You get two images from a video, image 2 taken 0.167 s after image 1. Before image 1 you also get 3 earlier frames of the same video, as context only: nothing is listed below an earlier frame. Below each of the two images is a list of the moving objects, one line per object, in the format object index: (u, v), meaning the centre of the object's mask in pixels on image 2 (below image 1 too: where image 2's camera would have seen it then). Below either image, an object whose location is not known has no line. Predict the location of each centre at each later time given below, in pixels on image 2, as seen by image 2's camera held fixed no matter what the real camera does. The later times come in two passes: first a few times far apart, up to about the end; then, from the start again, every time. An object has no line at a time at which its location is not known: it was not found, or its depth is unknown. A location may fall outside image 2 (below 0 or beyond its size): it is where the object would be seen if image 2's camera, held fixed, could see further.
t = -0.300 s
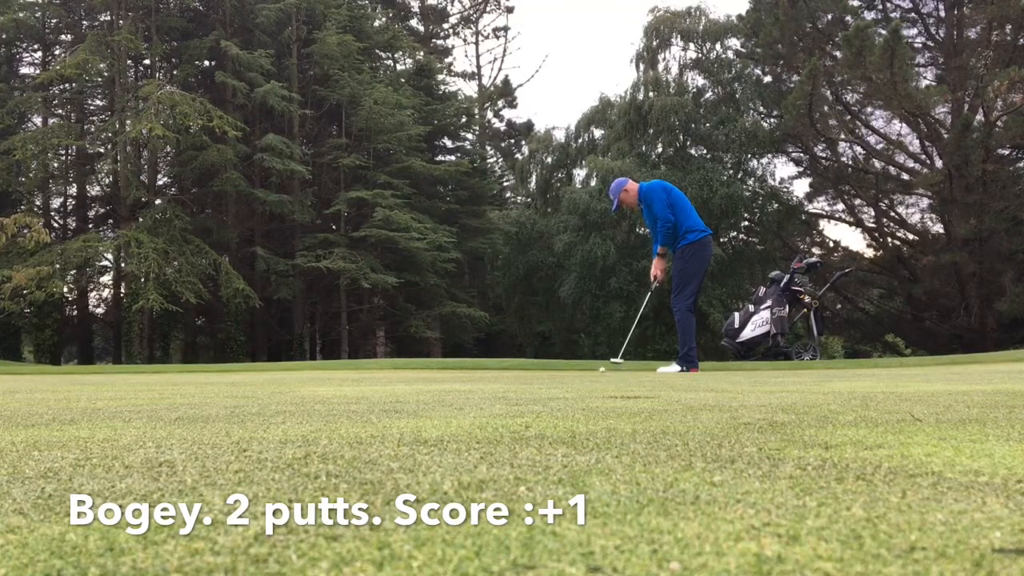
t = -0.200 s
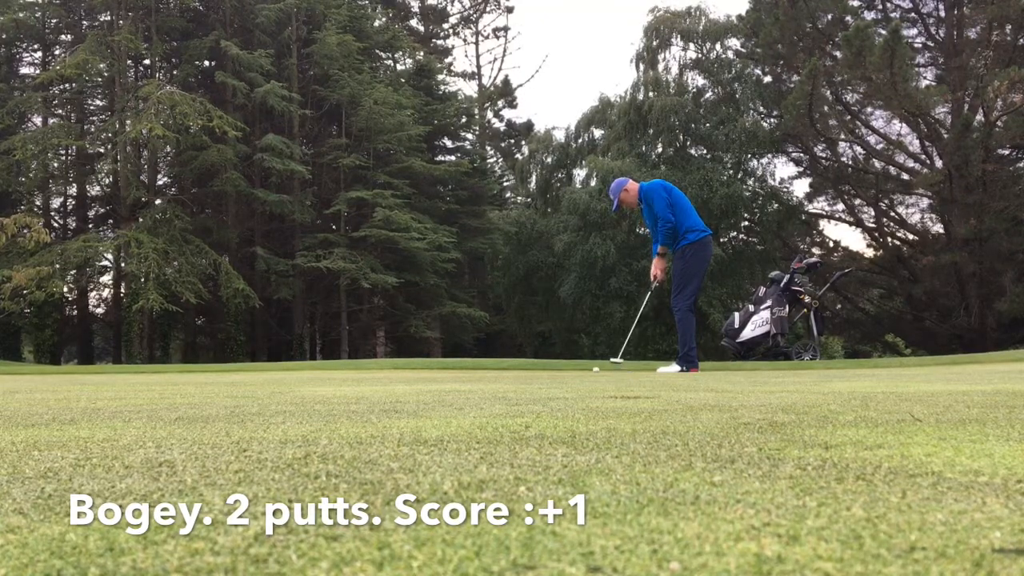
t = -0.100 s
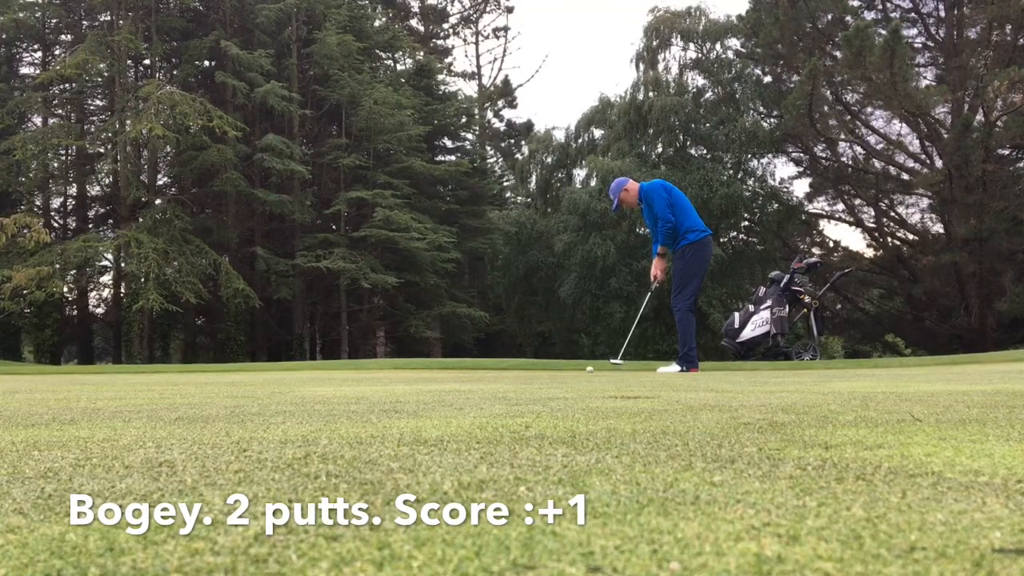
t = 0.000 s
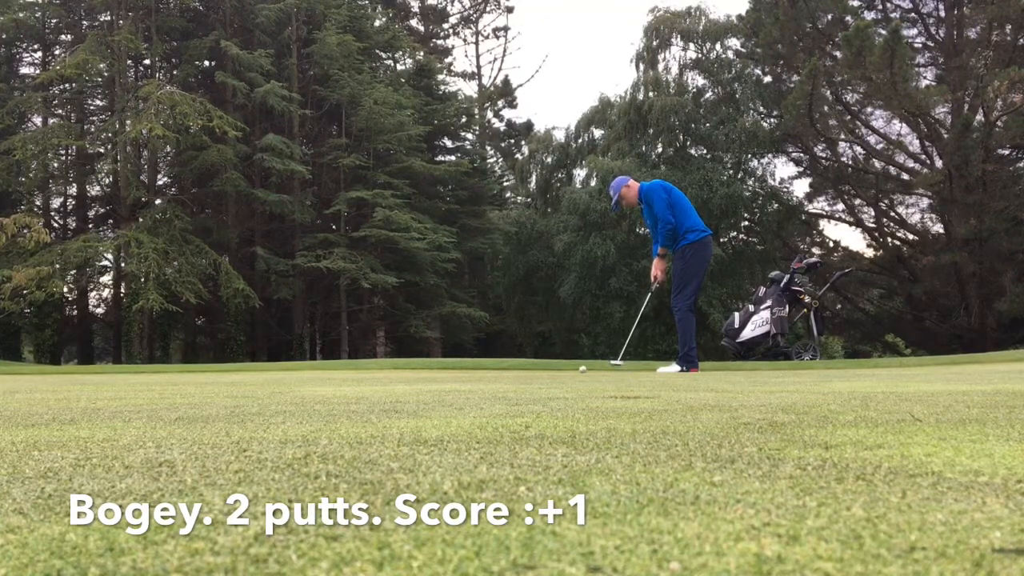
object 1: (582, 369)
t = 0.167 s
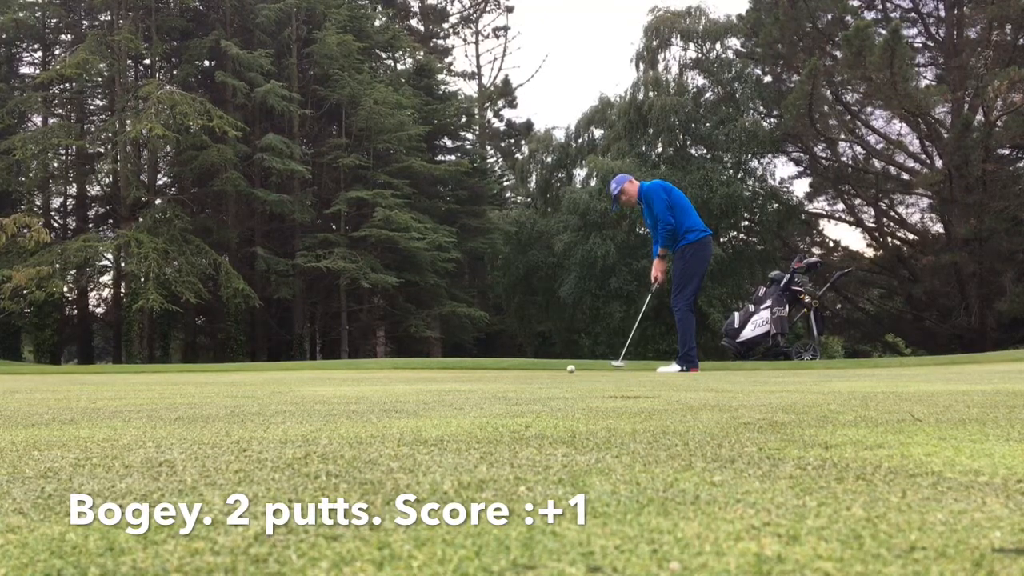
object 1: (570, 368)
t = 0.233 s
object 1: (565, 368)
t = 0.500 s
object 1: (543, 369)
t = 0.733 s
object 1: (520, 370)
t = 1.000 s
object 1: (490, 371)
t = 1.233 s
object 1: (458, 372)
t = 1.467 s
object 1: (421, 374)
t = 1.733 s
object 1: (372, 376)
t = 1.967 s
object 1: (323, 378)
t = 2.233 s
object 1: (264, 381)
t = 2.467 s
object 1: (208, 383)
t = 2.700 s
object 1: (146, 387)
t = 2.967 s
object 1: (77, 390)
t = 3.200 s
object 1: (25, 393)
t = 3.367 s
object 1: (6, 394)
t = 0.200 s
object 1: (568, 368)
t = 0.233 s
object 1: (565, 368)
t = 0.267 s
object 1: (562, 368)
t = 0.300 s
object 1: (560, 368)
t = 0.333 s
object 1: (558, 369)
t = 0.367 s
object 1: (554, 369)
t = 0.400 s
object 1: (552, 369)
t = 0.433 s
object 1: (549, 369)
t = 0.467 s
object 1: (546, 369)
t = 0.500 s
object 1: (543, 369)
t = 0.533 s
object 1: (540, 369)
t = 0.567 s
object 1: (537, 369)
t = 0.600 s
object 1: (534, 369)
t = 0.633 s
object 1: (531, 369)
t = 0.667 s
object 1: (527, 369)
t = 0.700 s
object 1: (524, 369)
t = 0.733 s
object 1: (520, 370)
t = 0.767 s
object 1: (517, 370)
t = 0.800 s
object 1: (514, 370)
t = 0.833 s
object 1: (510, 370)
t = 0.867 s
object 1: (505, 370)
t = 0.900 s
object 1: (502, 371)
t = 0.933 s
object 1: (498, 371)
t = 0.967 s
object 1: (494, 371)
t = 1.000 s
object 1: (490, 371)
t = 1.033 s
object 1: (485, 371)
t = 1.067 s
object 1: (481, 371)
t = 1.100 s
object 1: (477, 371)
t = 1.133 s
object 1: (472, 372)
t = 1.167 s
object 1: (467, 372)
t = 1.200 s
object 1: (463, 372)
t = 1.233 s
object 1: (458, 372)
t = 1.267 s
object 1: (453, 373)
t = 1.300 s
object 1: (448, 373)
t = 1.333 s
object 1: (443, 373)
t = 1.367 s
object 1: (437, 373)
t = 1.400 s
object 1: (431, 374)
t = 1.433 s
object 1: (427, 374)
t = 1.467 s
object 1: (421, 374)
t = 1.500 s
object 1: (415, 374)
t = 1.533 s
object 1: (408, 374)
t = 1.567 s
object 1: (402, 375)
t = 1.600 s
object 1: (396, 375)
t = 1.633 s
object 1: (391, 375)
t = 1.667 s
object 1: (384, 375)
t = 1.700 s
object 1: (378, 375)
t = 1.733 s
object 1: (372, 376)
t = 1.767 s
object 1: (365, 376)
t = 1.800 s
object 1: (359, 376)
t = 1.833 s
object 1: (351, 377)
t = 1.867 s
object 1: (344, 377)
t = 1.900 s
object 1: (338, 377)
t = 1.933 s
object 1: (330, 378)
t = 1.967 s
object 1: (323, 378)
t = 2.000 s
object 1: (316, 378)
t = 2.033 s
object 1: (308, 378)
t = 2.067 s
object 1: (302, 379)
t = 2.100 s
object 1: (293, 379)
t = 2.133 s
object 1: (286, 379)
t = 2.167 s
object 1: (279, 380)
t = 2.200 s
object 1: (271, 380)
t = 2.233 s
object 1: (264, 381)
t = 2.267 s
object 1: (256, 381)
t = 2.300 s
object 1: (249, 381)
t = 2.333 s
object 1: (241, 382)
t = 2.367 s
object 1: (233, 382)
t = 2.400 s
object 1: (224, 382)
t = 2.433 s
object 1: (217, 383)
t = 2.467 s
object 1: (208, 383)
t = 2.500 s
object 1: (198, 383)
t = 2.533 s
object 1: (191, 385)
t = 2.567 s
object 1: (182, 385)
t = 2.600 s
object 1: (173, 385)
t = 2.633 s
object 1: (164, 385)
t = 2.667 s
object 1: (154, 387)
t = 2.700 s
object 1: (146, 387)
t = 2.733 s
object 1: (137, 387)
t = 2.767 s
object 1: (129, 387)
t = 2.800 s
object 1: (119, 388)
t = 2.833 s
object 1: (111, 388)
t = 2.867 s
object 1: (103, 389)
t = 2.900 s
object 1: (94, 390)
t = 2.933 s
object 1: (85, 390)
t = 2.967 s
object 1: (77, 390)
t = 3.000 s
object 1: (69, 390)
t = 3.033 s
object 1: (62, 391)
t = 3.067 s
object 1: (54, 391)
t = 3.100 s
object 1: (46, 392)
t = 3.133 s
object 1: (39, 392)
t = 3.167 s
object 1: (33, 393)
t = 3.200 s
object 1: (25, 393)
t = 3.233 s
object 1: (19, 393)
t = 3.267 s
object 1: (15, 393)
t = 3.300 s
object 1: (11, 394)
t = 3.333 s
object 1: (9, 394)
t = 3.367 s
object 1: (6, 394)
